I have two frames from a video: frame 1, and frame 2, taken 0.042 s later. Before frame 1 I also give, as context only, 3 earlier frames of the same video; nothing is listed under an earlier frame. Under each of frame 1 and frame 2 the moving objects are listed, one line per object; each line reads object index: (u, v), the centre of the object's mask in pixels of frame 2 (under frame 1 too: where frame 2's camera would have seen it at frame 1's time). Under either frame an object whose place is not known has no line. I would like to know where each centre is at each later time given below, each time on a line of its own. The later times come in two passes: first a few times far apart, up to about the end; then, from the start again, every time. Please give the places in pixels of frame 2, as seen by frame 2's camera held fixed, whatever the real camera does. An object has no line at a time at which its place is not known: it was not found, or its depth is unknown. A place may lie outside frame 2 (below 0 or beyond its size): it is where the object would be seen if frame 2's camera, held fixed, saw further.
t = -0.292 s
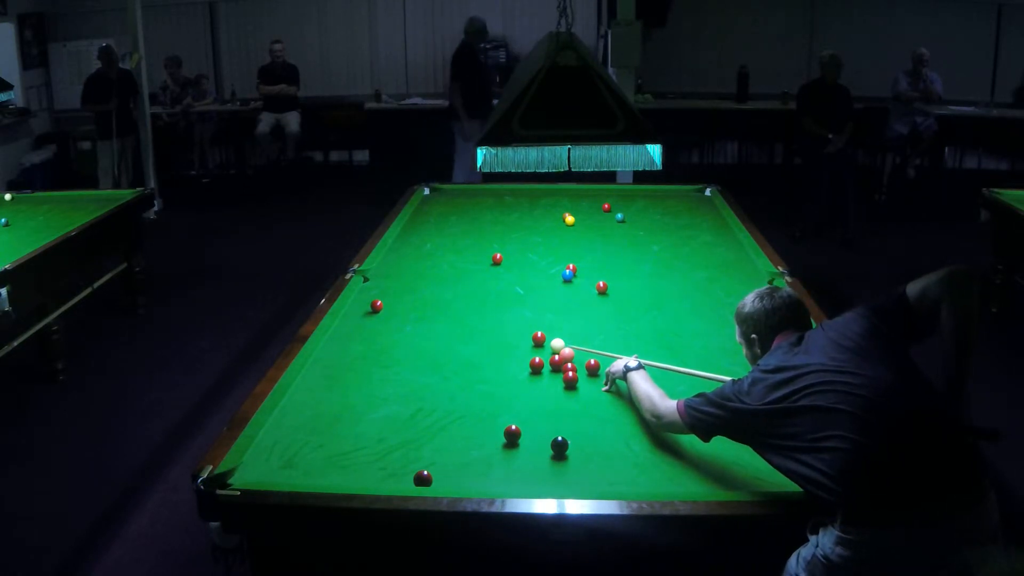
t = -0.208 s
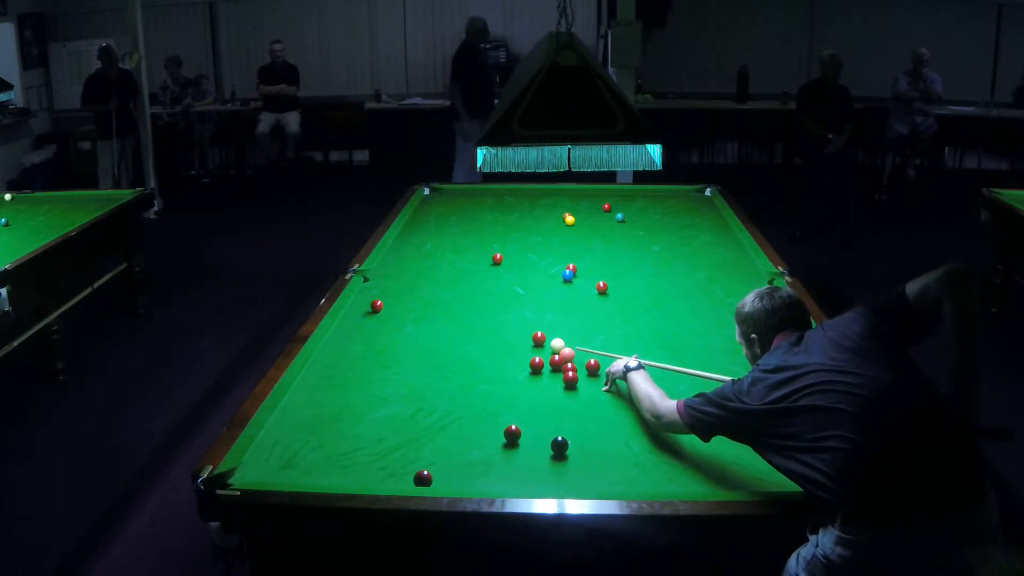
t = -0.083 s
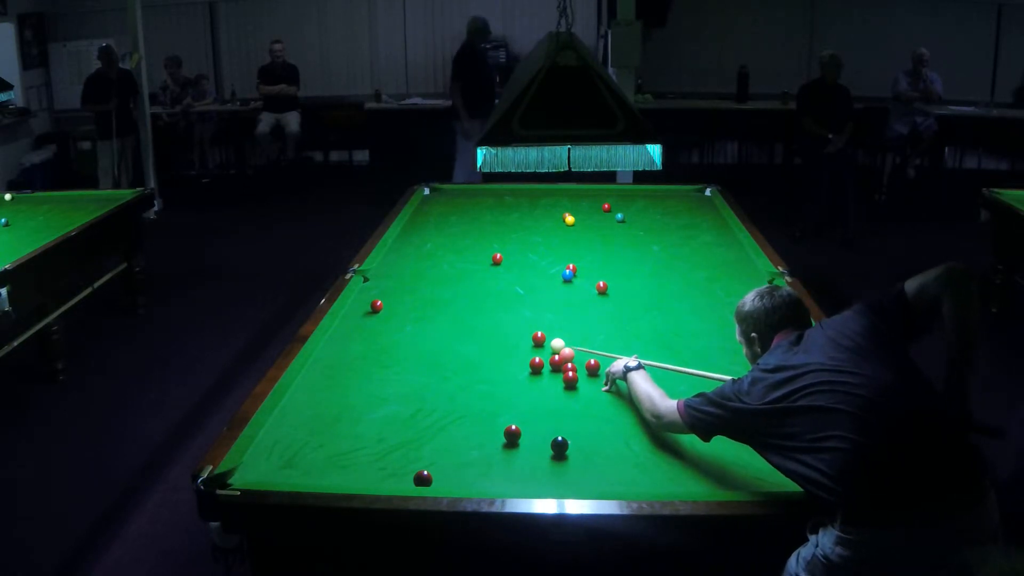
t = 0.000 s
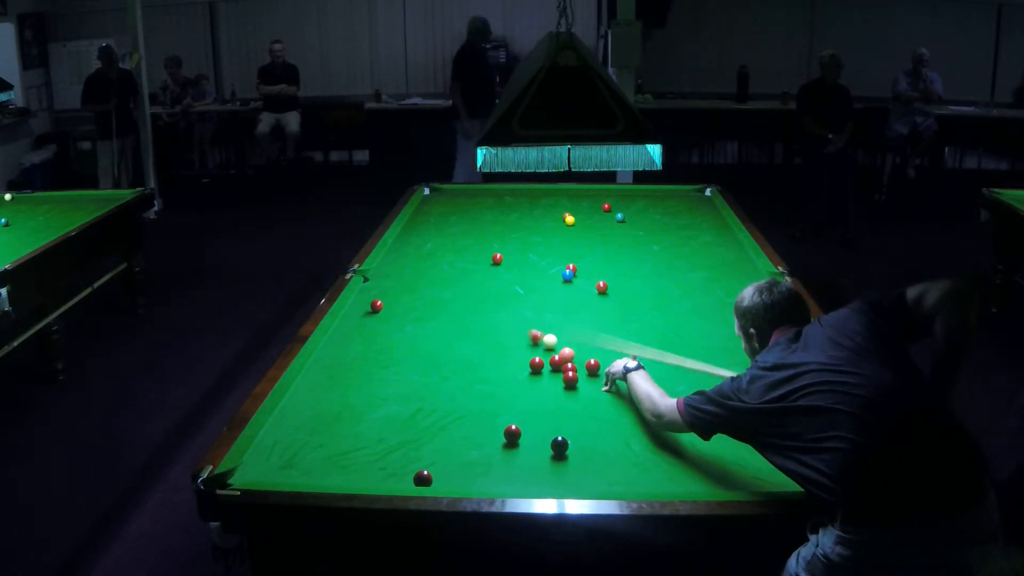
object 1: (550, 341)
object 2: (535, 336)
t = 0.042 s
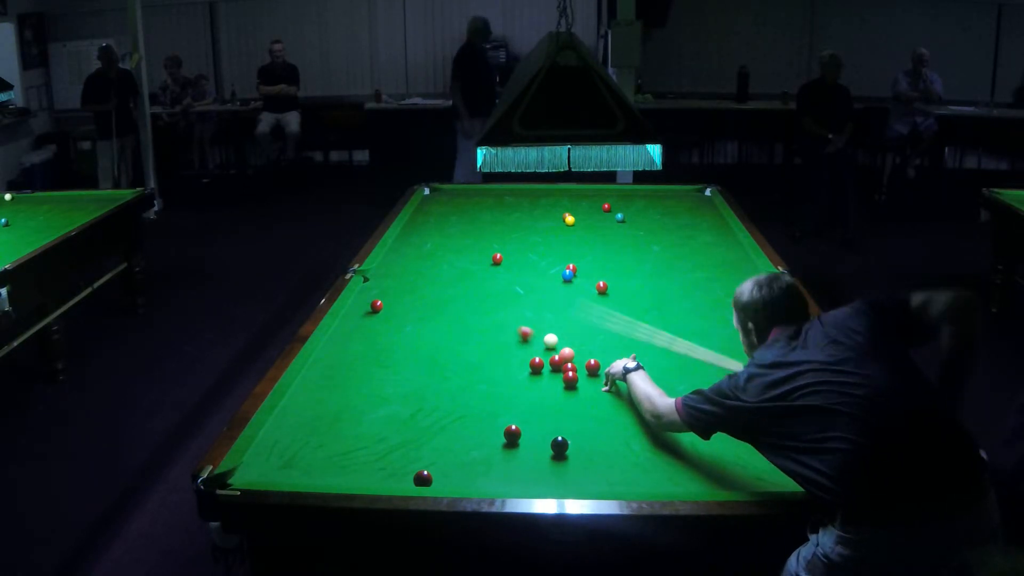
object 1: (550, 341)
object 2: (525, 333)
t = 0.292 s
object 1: (548, 334)
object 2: (478, 319)
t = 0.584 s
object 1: (545, 326)
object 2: (436, 304)
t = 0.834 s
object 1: (542, 321)
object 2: (402, 293)
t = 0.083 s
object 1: (551, 340)
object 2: (515, 330)
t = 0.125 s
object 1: (550, 339)
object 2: (506, 328)
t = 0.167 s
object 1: (550, 337)
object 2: (499, 325)
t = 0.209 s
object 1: (550, 336)
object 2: (493, 323)
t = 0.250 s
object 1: (549, 335)
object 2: (486, 321)
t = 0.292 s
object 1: (548, 334)
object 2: (478, 319)
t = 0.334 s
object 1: (548, 333)
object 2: (472, 317)
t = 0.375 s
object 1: (548, 332)
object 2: (466, 314)
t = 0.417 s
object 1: (547, 331)
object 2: (460, 312)
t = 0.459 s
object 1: (546, 330)
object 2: (454, 310)
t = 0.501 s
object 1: (546, 328)
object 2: (447, 308)
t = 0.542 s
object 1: (546, 327)
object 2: (441, 306)
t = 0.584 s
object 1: (545, 326)
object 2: (436, 304)
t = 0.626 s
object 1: (545, 325)
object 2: (430, 302)
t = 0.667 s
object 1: (544, 324)
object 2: (424, 301)
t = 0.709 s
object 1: (544, 323)
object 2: (419, 299)
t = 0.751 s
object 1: (543, 323)
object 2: (413, 297)
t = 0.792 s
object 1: (543, 322)
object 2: (408, 295)
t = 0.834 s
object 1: (542, 321)
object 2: (402, 293)
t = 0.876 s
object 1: (542, 320)
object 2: (398, 292)
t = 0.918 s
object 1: (541, 319)
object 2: (393, 290)
